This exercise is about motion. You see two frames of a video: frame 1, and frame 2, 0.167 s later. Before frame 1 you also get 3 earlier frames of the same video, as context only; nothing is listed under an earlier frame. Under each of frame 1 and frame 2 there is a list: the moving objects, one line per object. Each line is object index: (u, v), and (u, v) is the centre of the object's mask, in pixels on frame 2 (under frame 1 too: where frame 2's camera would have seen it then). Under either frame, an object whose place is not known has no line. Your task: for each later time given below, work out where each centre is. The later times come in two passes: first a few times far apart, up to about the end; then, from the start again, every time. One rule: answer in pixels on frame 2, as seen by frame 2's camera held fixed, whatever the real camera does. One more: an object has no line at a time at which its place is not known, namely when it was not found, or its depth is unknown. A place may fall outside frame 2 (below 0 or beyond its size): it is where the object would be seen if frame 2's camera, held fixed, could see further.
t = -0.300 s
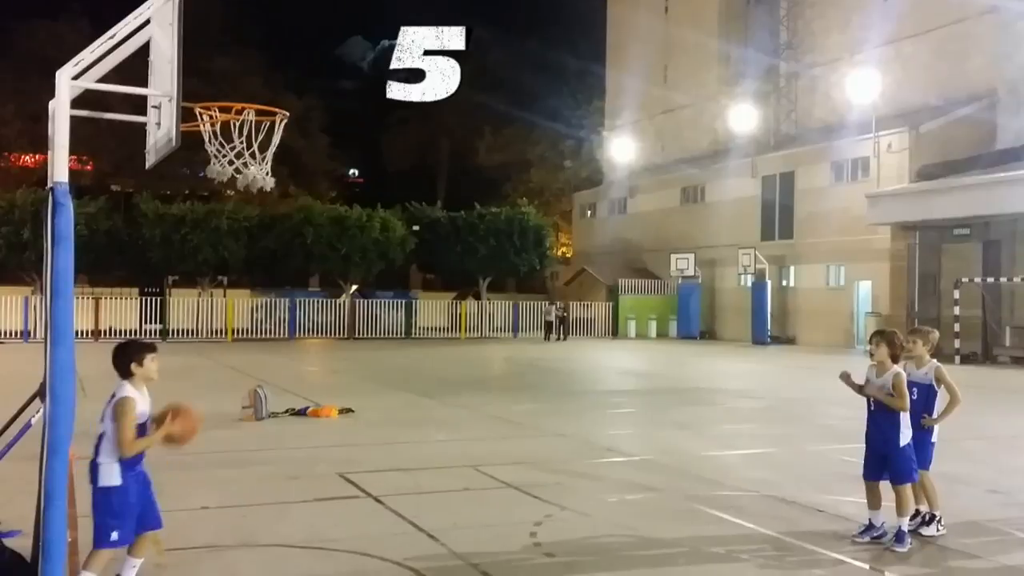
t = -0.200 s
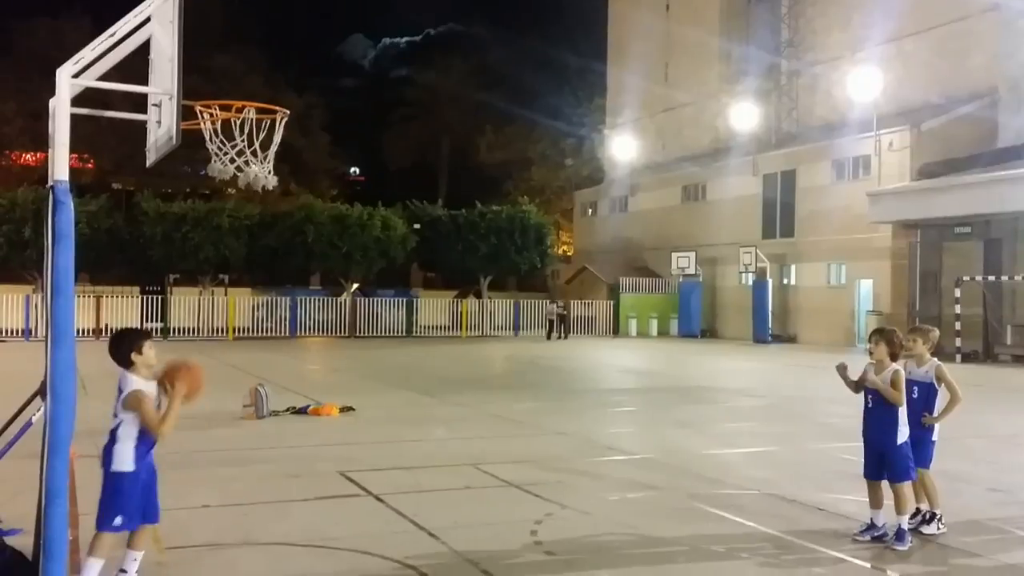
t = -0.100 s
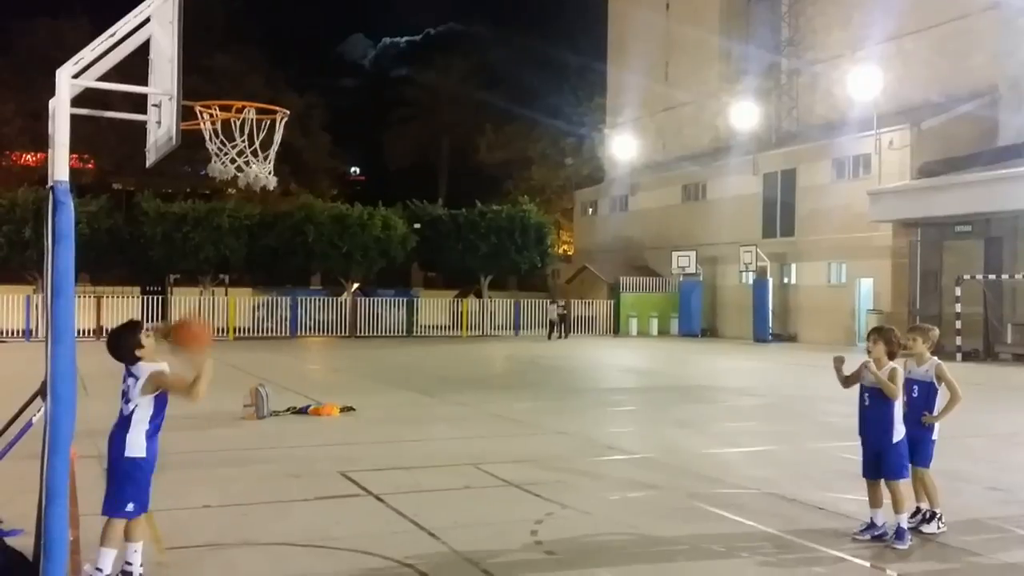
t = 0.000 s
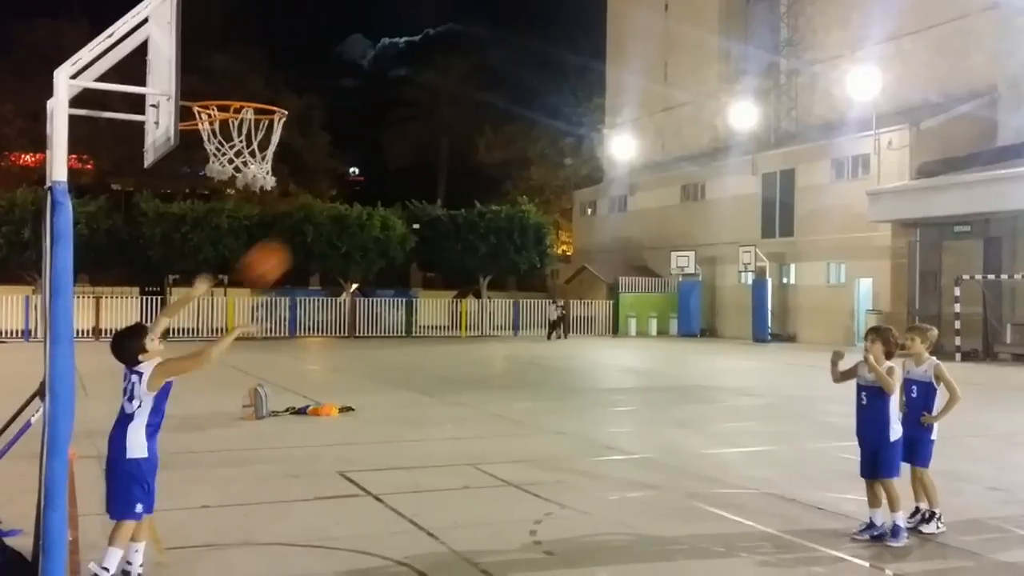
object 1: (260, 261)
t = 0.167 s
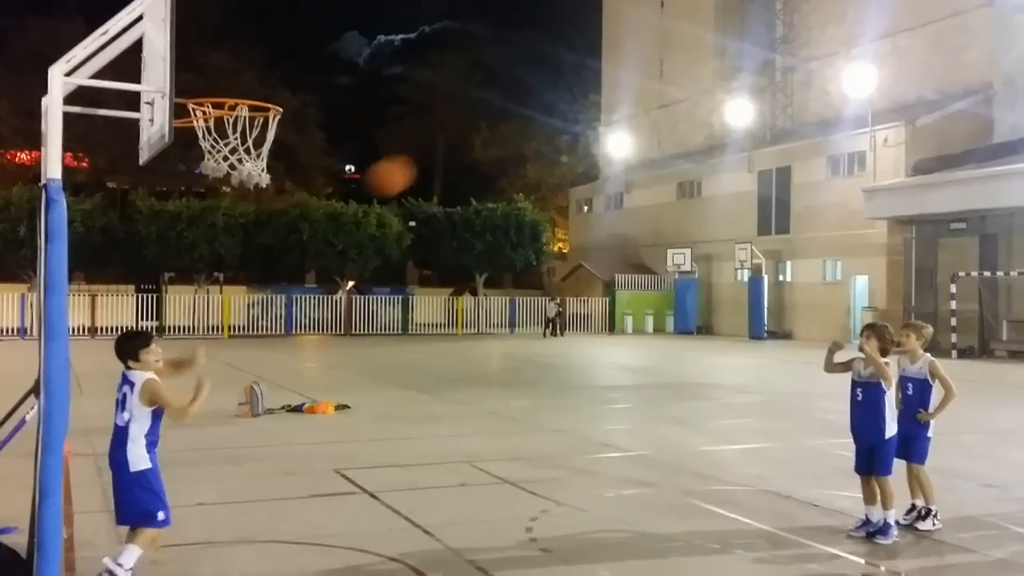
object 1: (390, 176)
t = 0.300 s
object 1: (483, 145)
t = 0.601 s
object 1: (664, 176)
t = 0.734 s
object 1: (732, 229)
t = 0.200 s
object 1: (414, 165)
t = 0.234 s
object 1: (437, 157)
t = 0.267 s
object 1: (461, 149)
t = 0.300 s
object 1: (483, 145)
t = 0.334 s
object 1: (504, 141)
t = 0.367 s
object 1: (528, 139)
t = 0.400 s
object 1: (547, 140)
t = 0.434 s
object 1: (567, 141)
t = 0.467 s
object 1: (581, 145)
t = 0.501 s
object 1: (600, 151)
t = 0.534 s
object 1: (630, 164)
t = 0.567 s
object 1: (648, 170)
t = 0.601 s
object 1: (664, 176)
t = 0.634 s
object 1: (683, 187)
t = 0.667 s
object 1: (697, 200)
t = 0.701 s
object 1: (715, 214)
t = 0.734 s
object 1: (732, 229)
